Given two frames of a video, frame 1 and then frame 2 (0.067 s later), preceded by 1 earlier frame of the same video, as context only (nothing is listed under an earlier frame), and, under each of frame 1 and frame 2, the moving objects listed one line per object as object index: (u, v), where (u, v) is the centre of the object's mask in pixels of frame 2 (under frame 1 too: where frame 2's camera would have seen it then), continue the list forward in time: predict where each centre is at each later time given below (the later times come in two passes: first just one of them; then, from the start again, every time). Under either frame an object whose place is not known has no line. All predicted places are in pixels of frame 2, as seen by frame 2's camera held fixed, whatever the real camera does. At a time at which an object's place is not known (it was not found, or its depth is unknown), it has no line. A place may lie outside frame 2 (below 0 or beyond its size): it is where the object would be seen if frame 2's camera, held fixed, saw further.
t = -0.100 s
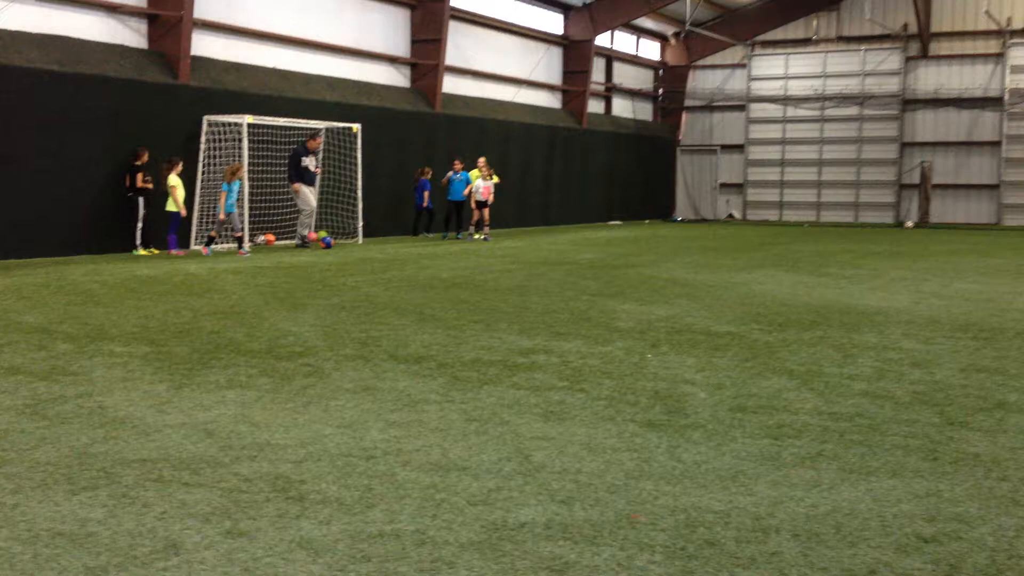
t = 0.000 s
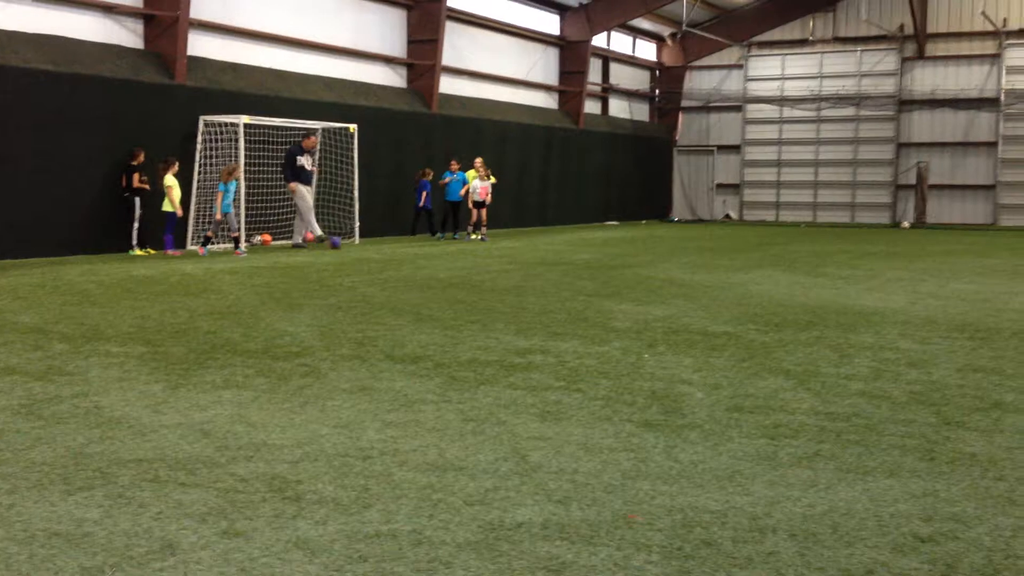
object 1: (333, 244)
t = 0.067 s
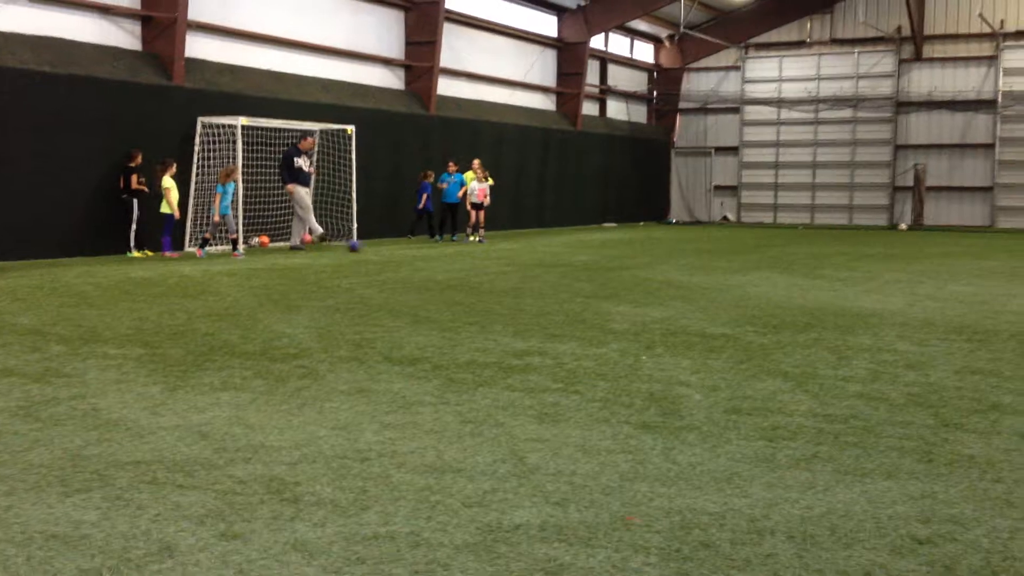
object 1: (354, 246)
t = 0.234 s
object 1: (404, 250)
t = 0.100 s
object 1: (365, 246)
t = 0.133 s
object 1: (374, 246)
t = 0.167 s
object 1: (384, 247)
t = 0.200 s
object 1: (394, 248)
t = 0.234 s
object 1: (404, 250)
